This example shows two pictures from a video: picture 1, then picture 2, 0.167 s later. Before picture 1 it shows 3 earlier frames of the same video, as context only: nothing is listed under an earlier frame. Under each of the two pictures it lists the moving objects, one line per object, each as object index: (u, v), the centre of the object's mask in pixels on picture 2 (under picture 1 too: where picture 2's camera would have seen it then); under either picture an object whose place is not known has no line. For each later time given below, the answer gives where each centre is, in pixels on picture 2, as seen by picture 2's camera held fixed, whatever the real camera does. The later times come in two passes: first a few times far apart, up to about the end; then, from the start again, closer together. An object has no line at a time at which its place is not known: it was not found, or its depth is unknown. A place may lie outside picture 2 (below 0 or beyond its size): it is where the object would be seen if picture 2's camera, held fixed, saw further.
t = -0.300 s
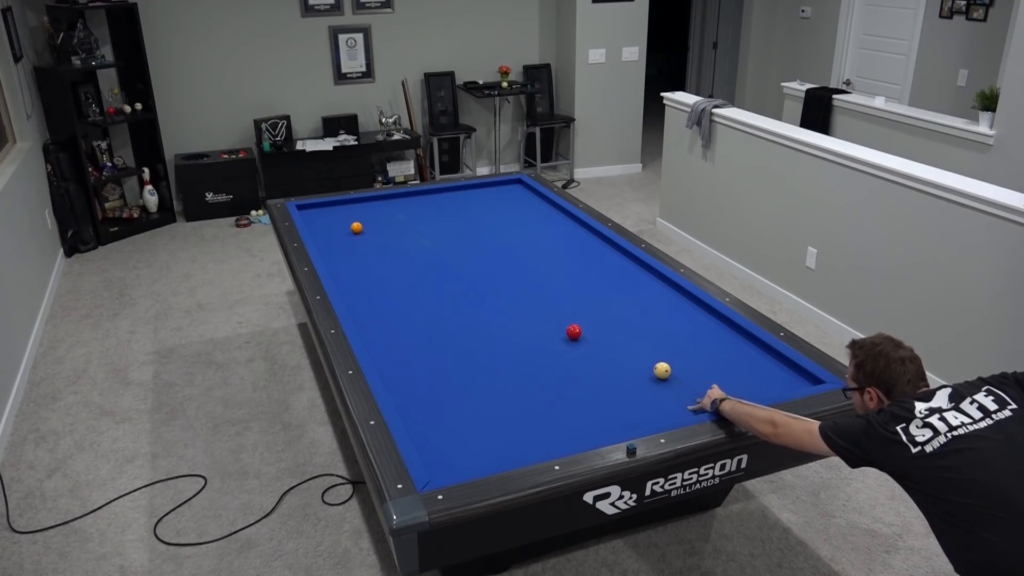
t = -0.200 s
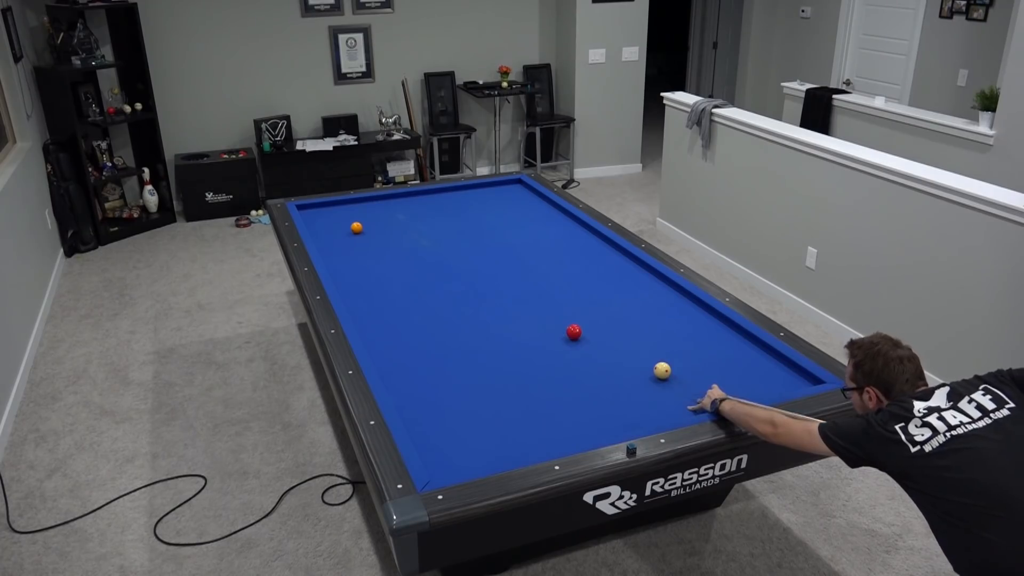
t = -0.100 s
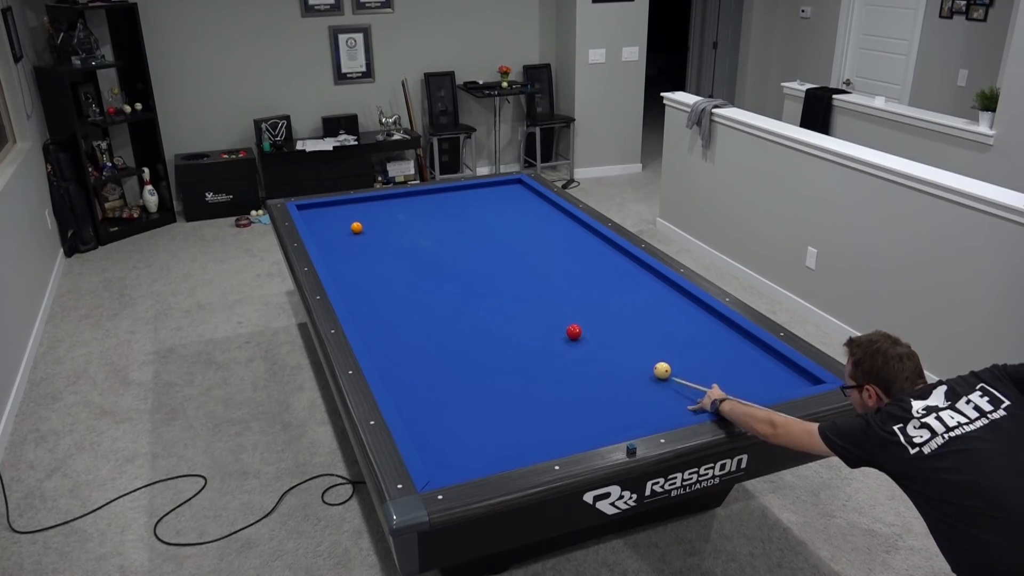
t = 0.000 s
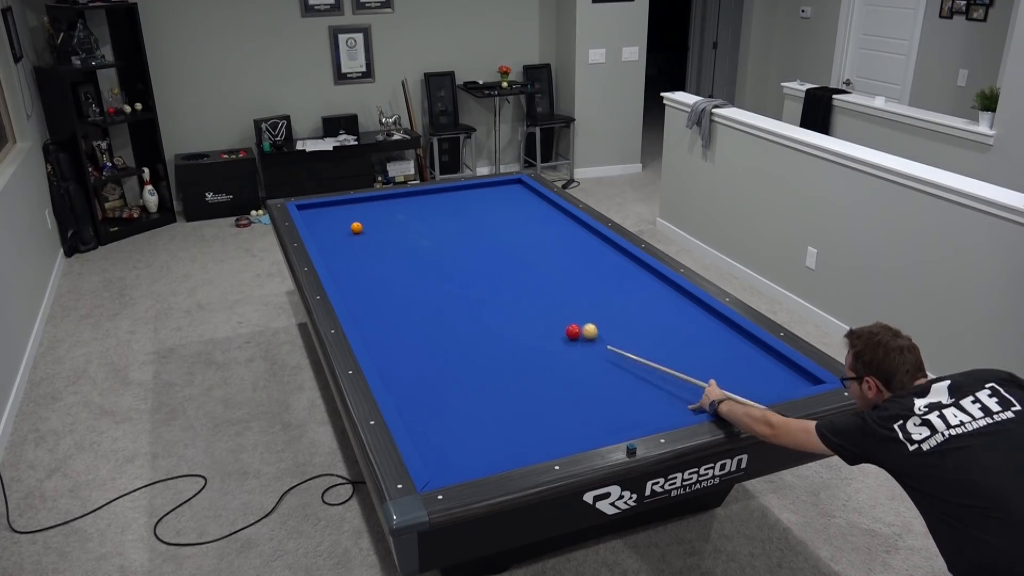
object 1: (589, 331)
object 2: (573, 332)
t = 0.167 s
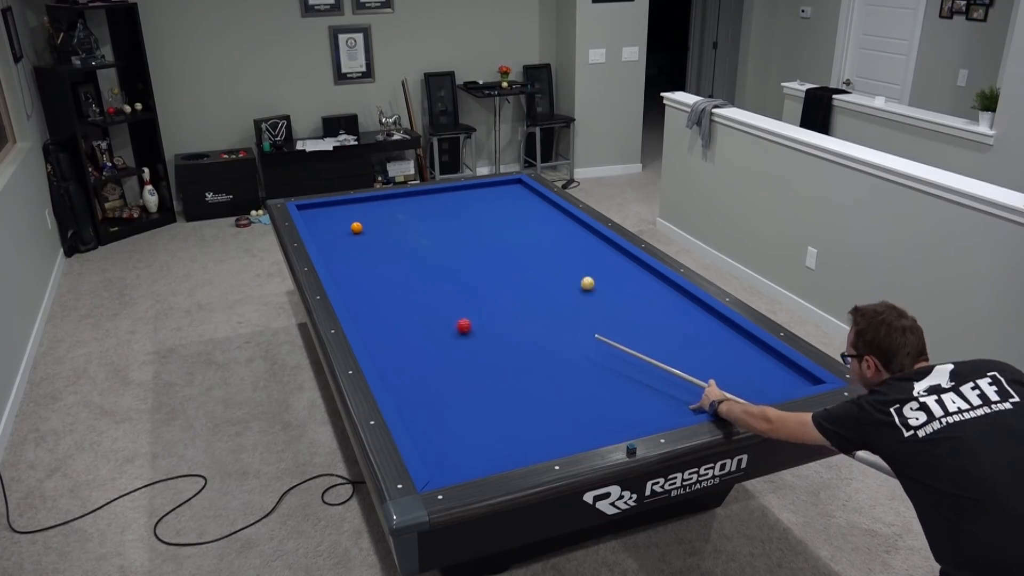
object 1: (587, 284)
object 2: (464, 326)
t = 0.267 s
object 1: (587, 262)
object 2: (407, 324)
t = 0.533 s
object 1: (567, 222)
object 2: (405, 300)
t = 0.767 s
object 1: (508, 203)
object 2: (448, 278)
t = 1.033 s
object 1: (459, 189)
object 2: (490, 256)
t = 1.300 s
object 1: (432, 209)
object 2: (526, 237)
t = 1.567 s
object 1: (400, 229)
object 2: (557, 220)
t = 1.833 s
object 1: (363, 251)
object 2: (543, 214)
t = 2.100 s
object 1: (344, 273)
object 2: (515, 212)
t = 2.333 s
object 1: (381, 285)
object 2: (491, 210)
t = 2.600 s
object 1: (427, 300)
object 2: (465, 208)
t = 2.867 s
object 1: (475, 316)
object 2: (439, 206)
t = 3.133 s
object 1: (528, 333)
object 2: (415, 205)
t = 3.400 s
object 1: (585, 352)
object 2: (392, 203)
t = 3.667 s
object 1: (648, 372)
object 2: (370, 201)
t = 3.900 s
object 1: (706, 392)
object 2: (353, 201)
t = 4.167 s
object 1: (741, 385)
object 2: (341, 204)
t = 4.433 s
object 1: (751, 361)
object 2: (329, 208)
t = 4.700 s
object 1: (749, 342)
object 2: (317, 212)
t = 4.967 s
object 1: (712, 333)
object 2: (306, 215)
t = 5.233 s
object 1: (679, 324)
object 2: (313, 217)
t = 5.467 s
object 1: (651, 317)
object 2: (320, 217)
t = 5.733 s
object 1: (621, 310)
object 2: (327, 218)
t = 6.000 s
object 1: (594, 302)
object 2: (334, 219)
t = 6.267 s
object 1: (568, 296)
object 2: (341, 219)
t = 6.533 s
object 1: (544, 290)
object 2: (347, 220)
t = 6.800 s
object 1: (521, 284)
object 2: (353, 219)
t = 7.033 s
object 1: (503, 279)
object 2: (359, 219)
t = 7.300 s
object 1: (483, 273)
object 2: (364, 221)
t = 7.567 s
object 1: (464, 268)
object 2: (368, 222)
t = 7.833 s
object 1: (447, 264)
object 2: (373, 223)
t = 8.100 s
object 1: (430, 259)
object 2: (377, 223)
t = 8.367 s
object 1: (415, 255)
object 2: (380, 224)
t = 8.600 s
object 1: (403, 252)
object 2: (383, 224)
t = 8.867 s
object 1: (389, 249)
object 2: (385, 224)
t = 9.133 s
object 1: (376, 245)
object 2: (387, 224)
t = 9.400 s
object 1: (364, 242)
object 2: (388, 224)
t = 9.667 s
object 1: (353, 239)
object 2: (389, 224)
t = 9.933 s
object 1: (342, 236)
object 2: (390, 224)
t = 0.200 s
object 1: (587, 276)
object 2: (444, 325)
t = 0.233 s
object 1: (587, 268)
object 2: (425, 325)
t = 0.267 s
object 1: (587, 262)
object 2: (407, 324)
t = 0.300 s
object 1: (587, 255)
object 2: (389, 323)
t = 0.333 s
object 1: (587, 249)
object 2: (371, 322)
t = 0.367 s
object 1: (587, 243)
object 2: (358, 320)
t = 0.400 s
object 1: (588, 238)
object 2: (369, 316)
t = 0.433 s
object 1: (588, 233)
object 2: (379, 312)
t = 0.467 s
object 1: (588, 228)
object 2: (389, 308)
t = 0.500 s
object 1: (578, 225)
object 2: (397, 304)
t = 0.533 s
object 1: (567, 222)
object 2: (405, 300)
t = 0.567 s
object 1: (557, 219)
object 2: (413, 297)
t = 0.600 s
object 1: (547, 216)
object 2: (419, 293)
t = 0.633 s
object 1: (538, 213)
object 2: (426, 290)
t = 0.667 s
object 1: (530, 210)
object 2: (431, 287)
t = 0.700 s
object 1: (522, 207)
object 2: (437, 284)
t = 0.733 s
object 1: (515, 205)
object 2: (443, 281)
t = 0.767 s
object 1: (508, 203)
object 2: (448, 278)
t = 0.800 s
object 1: (501, 200)
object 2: (454, 275)
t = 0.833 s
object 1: (494, 198)
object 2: (459, 272)
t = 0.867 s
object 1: (487, 196)
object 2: (464, 269)
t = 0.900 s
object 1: (481, 194)
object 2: (470, 266)
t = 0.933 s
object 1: (475, 191)
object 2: (475, 264)
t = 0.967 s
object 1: (468, 189)
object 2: (480, 261)
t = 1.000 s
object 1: (462, 187)
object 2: (485, 258)
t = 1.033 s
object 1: (459, 189)
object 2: (490, 256)
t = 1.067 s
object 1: (456, 192)
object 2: (494, 253)
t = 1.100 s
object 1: (453, 195)
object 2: (499, 251)
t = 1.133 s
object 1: (450, 197)
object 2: (504, 248)
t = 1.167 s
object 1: (446, 200)
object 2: (508, 246)
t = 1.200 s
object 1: (443, 202)
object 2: (513, 244)
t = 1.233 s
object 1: (439, 205)
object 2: (517, 241)
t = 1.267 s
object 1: (436, 207)
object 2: (521, 239)
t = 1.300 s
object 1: (432, 209)
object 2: (526, 237)
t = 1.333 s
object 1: (428, 211)
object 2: (530, 235)
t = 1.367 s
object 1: (424, 214)
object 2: (534, 232)
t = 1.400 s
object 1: (420, 216)
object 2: (538, 230)
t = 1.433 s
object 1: (417, 219)
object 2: (542, 228)
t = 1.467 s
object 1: (412, 221)
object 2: (546, 226)
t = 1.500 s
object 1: (408, 224)
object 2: (550, 224)
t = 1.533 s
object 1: (404, 226)
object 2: (554, 222)
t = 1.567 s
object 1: (400, 229)
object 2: (557, 220)
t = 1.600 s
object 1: (395, 231)
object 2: (561, 218)
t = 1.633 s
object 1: (391, 234)
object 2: (565, 216)
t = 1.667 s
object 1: (386, 237)
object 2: (566, 215)
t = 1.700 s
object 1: (382, 239)
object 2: (561, 214)
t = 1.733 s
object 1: (378, 242)
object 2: (556, 215)
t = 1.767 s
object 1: (373, 245)
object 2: (551, 214)
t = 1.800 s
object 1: (368, 248)
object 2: (547, 214)
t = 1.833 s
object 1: (363, 251)
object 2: (543, 214)
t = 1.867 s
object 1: (358, 254)
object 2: (540, 214)
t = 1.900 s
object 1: (353, 256)
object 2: (536, 213)
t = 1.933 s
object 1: (348, 260)
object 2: (532, 213)
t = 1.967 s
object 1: (343, 263)
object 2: (529, 213)
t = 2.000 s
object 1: (338, 266)
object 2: (525, 213)
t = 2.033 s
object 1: (333, 269)
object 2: (522, 212)
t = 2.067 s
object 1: (337, 271)
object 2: (518, 212)
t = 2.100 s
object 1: (344, 273)
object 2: (515, 212)
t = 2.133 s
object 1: (350, 274)
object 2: (511, 212)
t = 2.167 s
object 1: (355, 276)
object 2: (508, 211)
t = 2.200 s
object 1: (360, 278)
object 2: (505, 211)
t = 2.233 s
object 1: (365, 279)
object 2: (501, 211)
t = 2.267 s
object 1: (371, 281)
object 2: (498, 211)
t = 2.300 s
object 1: (376, 283)
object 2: (494, 211)
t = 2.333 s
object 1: (381, 285)
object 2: (491, 210)
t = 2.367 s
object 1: (387, 287)
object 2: (488, 210)
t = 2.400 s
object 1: (393, 288)
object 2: (484, 210)
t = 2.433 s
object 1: (398, 290)
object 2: (481, 210)
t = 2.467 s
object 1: (404, 292)
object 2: (478, 209)
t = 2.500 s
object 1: (409, 294)
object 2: (474, 209)
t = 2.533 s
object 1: (415, 296)
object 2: (471, 209)
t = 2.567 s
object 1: (421, 298)
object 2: (468, 209)
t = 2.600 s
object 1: (427, 300)
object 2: (465, 208)
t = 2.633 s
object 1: (433, 302)
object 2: (461, 208)
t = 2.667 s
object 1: (438, 304)
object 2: (458, 208)
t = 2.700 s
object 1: (444, 306)
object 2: (455, 208)
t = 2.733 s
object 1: (450, 308)
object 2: (452, 207)
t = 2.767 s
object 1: (457, 310)
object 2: (449, 207)
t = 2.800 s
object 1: (463, 312)
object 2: (446, 207)
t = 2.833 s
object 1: (469, 314)
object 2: (443, 207)
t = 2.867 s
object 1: (475, 316)
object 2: (439, 206)
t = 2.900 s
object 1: (482, 318)
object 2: (436, 206)
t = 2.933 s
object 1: (488, 320)
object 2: (433, 206)
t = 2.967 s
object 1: (495, 322)
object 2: (430, 206)
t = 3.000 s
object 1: (501, 325)
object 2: (427, 206)
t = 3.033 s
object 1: (508, 327)
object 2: (424, 205)
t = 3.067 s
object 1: (515, 329)
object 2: (421, 205)
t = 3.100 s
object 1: (521, 331)
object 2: (419, 205)
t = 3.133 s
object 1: (528, 333)
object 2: (415, 205)
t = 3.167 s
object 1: (535, 335)
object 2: (412, 204)
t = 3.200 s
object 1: (542, 338)
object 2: (410, 204)
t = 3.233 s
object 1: (549, 340)
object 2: (407, 204)
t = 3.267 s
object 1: (556, 342)
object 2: (404, 204)
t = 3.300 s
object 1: (563, 345)
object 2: (401, 203)
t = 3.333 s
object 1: (571, 347)
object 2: (398, 203)
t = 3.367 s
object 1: (578, 350)
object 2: (395, 203)
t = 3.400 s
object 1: (585, 352)
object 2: (392, 203)
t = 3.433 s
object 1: (593, 355)
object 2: (389, 202)
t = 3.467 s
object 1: (600, 357)
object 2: (386, 202)
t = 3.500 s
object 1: (608, 360)
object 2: (384, 202)
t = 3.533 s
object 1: (616, 362)
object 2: (381, 202)
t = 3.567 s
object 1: (623, 365)
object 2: (378, 202)
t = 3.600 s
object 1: (631, 368)
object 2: (375, 202)
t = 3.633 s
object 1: (639, 370)
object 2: (372, 201)
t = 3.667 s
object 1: (648, 372)
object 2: (370, 201)
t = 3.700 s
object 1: (656, 375)
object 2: (367, 201)
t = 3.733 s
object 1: (664, 378)
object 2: (364, 201)
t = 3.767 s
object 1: (672, 381)
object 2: (362, 201)
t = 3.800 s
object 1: (681, 384)
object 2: (359, 201)
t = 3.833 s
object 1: (689, 386)
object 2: (356, 200)
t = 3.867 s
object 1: (698, 389)
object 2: (354, 200)
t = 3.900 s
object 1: (706, 392)
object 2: (353, 201)
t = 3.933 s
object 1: (715, 395)
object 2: (352, 201)
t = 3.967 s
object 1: (724, 398)
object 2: (350, 202)
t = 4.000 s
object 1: (733, 399)
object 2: (348, 202)
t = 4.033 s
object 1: (736, 398)
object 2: (347, 202)
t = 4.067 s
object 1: (737, 395)
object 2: (345, 203)
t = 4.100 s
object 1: (738, 392)
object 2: (344, 203)
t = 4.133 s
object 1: (740, 388)
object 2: (342, 204)
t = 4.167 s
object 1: (741, 385)
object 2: (341, 204)
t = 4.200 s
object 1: (742, 382)
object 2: (339, 205)
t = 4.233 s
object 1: (744, 379)
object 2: (338, 205)
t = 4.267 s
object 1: (745, 376)
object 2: (336, 206)
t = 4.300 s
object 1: (746, 373)
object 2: (335, 206)
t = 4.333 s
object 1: (748, 370)
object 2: (333, 207)
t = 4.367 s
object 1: (749, 367)
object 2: (332, 207)
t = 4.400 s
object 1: (750, 364)
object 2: (331, 208)
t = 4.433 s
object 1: (751, 361)
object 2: (329, 208)
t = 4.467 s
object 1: (752, 358)
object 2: (327, 209)
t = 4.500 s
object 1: (754, 356)
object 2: (326, 209)
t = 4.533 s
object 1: (755, 353)
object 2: (325, 210)
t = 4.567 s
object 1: (756, 350)
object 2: (323, 210)
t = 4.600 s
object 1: (757, 347)
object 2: (322, 210)
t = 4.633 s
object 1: (758, 345)
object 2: (320, 211)
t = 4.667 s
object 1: (754, 344)
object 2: (319, 211)
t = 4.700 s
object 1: (749, 342)
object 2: (317, 212)
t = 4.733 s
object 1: (744, 341)
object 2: (316, 212)
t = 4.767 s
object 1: (739, 340)
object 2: (314, 213)
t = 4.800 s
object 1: (735, 339)
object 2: (313, 213)
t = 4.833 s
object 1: (730, 337)
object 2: (312, 214)
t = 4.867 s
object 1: (726, 336)
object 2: (310, 214)
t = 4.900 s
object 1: (721, 335)
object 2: (309, 215)
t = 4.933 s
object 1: (717, 334)
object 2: (308, 215)
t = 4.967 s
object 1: (712, 333)
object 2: (306, 215)
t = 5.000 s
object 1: (708, 332)
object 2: (305, 215)
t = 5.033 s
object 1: (704, 331)
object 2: (306, 216)
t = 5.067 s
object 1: (699, 330)
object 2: (307, 216)
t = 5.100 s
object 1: (695, 328)
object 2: (308, 216)
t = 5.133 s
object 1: (691, 327)
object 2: (309, 216)
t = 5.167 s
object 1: (687, 326)
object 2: (310, 216)
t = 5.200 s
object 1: (682, 325)
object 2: (312, 216)
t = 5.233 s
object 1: (679, 324)
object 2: (313, 217)
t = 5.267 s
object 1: (674, 323)
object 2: (314, 217)
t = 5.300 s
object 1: (671, 322)
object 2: (315, 217)
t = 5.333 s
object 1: (666, 321)
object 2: (315, 217)
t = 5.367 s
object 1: (663, 320)
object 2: (317, 217)
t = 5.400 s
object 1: (659, 319)
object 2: (318, 217)
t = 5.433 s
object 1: (655, 318)
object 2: (319, 217)
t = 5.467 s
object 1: (651, 317)
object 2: (320, 217)
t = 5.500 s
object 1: (647, 316)
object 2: (321, 217)
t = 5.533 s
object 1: (643, 315)
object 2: (322, 218)
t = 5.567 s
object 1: (640, 314)
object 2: (323, 218)
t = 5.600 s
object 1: (636, 313)
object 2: (324, 218)
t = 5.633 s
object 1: (632, 312)
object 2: (324, 218)
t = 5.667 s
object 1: (629, 311)
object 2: (325, 218)
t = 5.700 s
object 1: (625, 311)
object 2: (326, 218)
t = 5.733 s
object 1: (621, 310)
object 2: (327, 218)
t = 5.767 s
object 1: (618, 309)
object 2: (328, 218)
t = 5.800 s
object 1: (614, 308)
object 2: (329, 219)
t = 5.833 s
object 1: (611, 307)
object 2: (330, 219)
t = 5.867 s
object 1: (607, 306)
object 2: (331, 219)
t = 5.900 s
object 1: (604, 305)
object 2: (332, 219)
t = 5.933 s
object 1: (600, 304)
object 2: (333, 219)
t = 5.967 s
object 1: (597, 303)
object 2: (334, 219)
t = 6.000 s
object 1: (594, 302)
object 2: (334, 219)
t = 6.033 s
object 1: (590, 302)
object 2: (335, 219)
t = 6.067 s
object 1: (587, 301)
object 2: (336, 219)
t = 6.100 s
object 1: (584, 300)
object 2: (337, 219)
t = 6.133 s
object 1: (581, 299)
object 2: (338, 219)
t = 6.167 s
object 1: (577, 298)
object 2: (339, 219)
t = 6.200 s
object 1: (574, 297)
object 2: (340, 219)
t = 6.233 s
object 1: (571, 297)
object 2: (340, 219)
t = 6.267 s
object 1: (568, 296)
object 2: (341, 219)
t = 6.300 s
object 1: (565, 295)
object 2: (342, 220)
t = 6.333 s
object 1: (562, 294)
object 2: (343, 220)
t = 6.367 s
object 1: (559, 293)
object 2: (344, 220)
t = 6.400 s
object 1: (556, 292)
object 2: (344, 220)
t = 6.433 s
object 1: (553, 292)
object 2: (345, 220)
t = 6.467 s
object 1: (550, 291)
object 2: (346, 220)
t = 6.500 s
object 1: (547, 290)
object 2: (347, 220)
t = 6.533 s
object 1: (544, 290)
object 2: (347, 220)
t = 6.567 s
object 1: (541, 289)
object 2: (348, 220)
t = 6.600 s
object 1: (538, 288)
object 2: (349, 220)
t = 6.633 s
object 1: (535, 287)
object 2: (349, 220)
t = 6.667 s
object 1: (532, 286)
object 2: (350, 220)
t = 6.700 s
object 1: (529, 286)
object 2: (351, 220)
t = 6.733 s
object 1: (527, 285)
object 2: (352, 219)
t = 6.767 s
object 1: (524, 284)
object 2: (352, 219)
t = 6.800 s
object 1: (521, 284)
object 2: (353, 219)
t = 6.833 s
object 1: (518, 283)
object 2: (354, 219)
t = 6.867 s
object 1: (516, 282)
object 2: (355, 219)
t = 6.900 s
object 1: (513, 281)
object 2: (356, 219)
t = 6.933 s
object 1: (510, 281)
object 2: (356, 219)
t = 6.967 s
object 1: (508, 280)
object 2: (357, 219)
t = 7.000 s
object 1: (505, 279)
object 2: (358, 219)
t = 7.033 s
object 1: (503, 279)
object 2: (359, 219)
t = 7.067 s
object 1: (500, 278)
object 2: (360, 220)
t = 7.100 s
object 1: (498, 277)
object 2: (360, 220)
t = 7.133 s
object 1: (495, 277)
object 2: (361, 220)
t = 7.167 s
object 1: (492, 276)
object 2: (362, 220)
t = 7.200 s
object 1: (490, 275)
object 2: (362, 221)
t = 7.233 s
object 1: (488, 275)
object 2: (363, 221)
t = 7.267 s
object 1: (485, 274)
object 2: (363, 221)
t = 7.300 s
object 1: (483, 273)
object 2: (364, 221)
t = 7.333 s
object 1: (480, 273)
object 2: (364, 221)
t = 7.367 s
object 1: (478, 272)
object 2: (365, 221)
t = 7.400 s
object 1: (475, 272)
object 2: (365, 222)
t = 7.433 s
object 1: (473, 271)
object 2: (366, 222)
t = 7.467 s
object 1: (471, 270)
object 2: (367, 222)
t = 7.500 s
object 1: (468, 270)
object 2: (367, 222)
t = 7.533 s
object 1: (466, 269)
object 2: (368, 222)
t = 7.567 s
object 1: (464, 268)
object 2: (368, 222)
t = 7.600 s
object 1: (462, 268)
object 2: (369, 222)
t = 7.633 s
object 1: (460, 267)
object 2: (370, 222)
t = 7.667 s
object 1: (457, 267)
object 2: (370, 222)
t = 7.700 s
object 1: (455, 266)
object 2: (371, 222)
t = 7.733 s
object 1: (453, 265)
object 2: (371, 222)
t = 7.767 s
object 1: (451, 265)
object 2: (372, 223)
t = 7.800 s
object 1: (449, 264)
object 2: (372, 223)
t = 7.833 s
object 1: (447, 264)
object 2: (373, 223)
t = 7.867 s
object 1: (445, 263)
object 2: (373, 223)
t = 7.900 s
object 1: (442, 263)
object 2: (374, 223)
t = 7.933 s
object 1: (440, 262)
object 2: (374, 223)
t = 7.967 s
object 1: (438, 262)
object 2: (375, 223)
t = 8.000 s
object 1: (436, 261)
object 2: (375, 223)
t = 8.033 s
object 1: (434, 260)
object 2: (376, 223)
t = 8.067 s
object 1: (432, 260)
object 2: (376, 223)
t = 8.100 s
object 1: (430, 259)
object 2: (377, 223)
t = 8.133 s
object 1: (428, 259)
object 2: (377, 223)
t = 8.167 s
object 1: (426, 258)
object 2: (378, 223)
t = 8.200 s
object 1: (425, 258)
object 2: (378, 223)
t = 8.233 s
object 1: (423, 257)
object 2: (378, 223)
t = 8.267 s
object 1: (421, 257)
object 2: (379, 223)
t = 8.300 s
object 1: (419, 256)
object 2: (379, 224)
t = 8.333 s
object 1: (417, 256)
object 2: (380, 224)
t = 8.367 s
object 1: (415, 255)
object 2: (380, 224)
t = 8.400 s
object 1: (413, 255)
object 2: (380, 224)
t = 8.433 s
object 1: (411, 254)
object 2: (381, 224)
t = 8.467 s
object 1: (410, 254)
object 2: (381, 224)
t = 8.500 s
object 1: (408, 253)
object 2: (382, 224)
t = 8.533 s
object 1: (406, 253)
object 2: (382, 224)
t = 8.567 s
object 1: (404, 253)
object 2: (382, 224)
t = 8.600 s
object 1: (403, 252)
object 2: (383, 224)
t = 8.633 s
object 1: (401, 252)
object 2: (383, 224)
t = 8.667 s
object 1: (399, 251)
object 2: (383, 224)
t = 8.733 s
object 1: (396, 250)
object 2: (384, 224)
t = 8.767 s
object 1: (394, 250)
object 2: (384, 224)
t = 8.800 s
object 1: (392, 249)
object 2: (384, 224)
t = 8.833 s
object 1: (390, 249)
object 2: (385, 224)
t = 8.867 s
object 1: (389, 249)
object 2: (385, 224)
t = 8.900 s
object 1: (387, 248)
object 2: (385, 224)
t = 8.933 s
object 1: (386, 248)
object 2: (385, 224)
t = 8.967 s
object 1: (384, 247)
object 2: (386, 224)
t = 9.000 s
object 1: (382, 247)
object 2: (386, 224)
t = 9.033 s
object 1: (381, 246)
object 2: (386, 224)
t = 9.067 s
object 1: (379, 246)
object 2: (386, 224)
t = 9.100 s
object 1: (378, 245)
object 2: (387, 224)
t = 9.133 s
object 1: (376, 245)
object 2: (387, 224)
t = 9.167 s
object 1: (374, 245)
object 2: (387, 224)
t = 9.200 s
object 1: (373, 244)
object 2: (387, 224)
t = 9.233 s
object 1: (371, 244)
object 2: (387, 224)
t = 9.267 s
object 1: (370, 243)
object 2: (388, 224)
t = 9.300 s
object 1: (368, 243)
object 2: (388, 224)
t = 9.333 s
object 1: (367, 243)
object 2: (388, 224)
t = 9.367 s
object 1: (366, 242)
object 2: (388, 224)
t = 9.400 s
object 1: (364, 242)
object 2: (388, 224)
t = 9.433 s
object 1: (362, 242)
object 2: (389, 224)
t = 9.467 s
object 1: (361, 241)
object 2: (389, 224)
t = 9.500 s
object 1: (360, 241)
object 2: (389, 224)
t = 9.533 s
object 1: (358, 241)
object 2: (389, 224)
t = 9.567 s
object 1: (357, 240)
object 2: (389, 224)
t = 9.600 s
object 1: (355, 240)
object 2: (389, 224)
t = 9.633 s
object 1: (354, 240)
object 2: (389, 224)
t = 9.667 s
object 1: (353, 239)
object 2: (389, 224)
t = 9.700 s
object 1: (351, 239)
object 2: (389, 224)
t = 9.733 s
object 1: (350, 238)
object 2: (389, 224)
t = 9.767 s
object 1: (349, 238)
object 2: (389, 224)
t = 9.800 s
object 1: (347, 237)
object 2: (390, 224)
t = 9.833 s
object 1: (346, 237)
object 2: (390, 224)
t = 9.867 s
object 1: (345, 236)
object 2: (390, 224)
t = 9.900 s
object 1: (344, 236)
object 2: (390, 224)
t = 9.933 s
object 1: (342, 236)
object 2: (390, 224)
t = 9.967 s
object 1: (341, 236)
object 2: (390, 224)
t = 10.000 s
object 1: (340, 235)
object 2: (390, 224)
